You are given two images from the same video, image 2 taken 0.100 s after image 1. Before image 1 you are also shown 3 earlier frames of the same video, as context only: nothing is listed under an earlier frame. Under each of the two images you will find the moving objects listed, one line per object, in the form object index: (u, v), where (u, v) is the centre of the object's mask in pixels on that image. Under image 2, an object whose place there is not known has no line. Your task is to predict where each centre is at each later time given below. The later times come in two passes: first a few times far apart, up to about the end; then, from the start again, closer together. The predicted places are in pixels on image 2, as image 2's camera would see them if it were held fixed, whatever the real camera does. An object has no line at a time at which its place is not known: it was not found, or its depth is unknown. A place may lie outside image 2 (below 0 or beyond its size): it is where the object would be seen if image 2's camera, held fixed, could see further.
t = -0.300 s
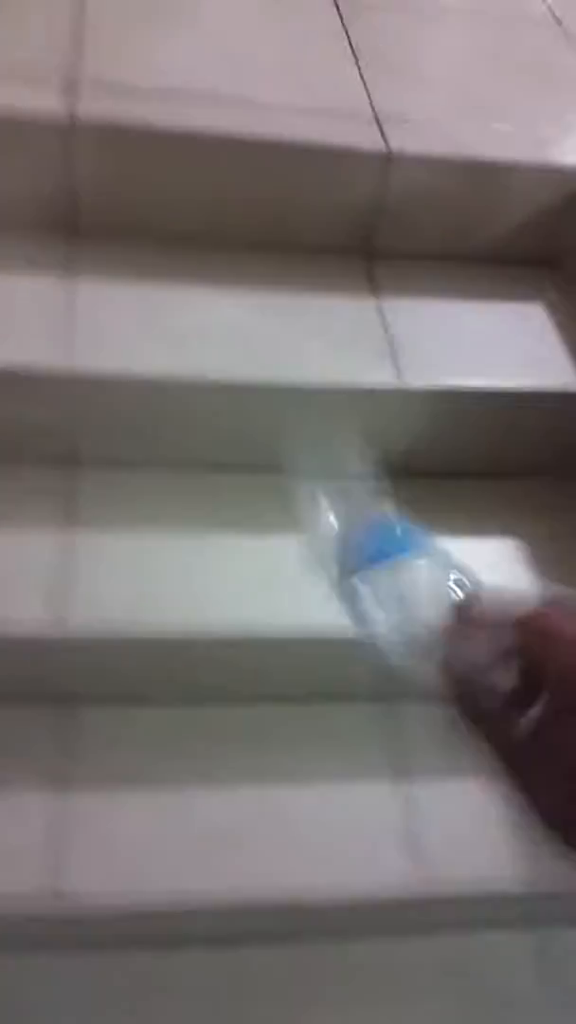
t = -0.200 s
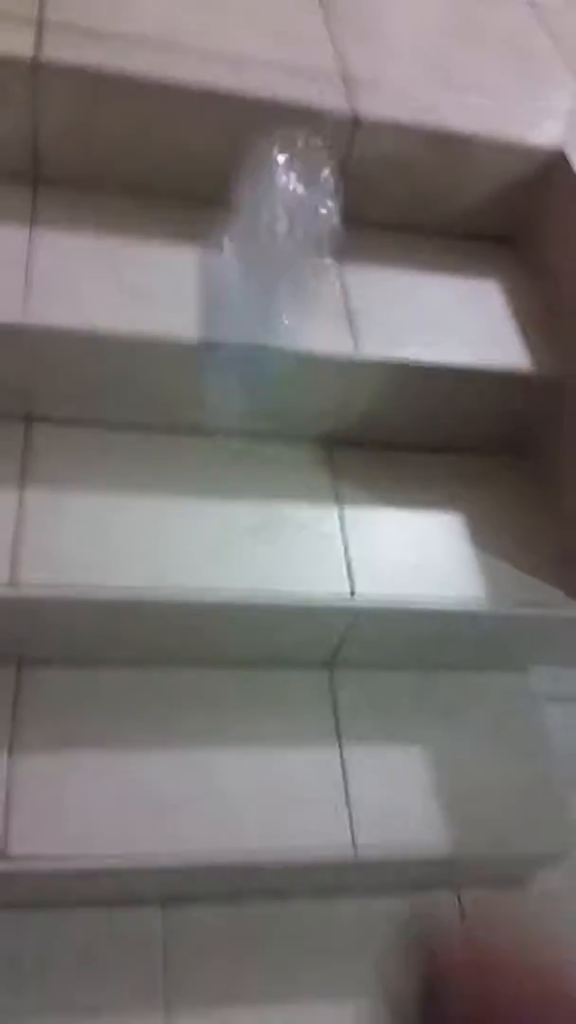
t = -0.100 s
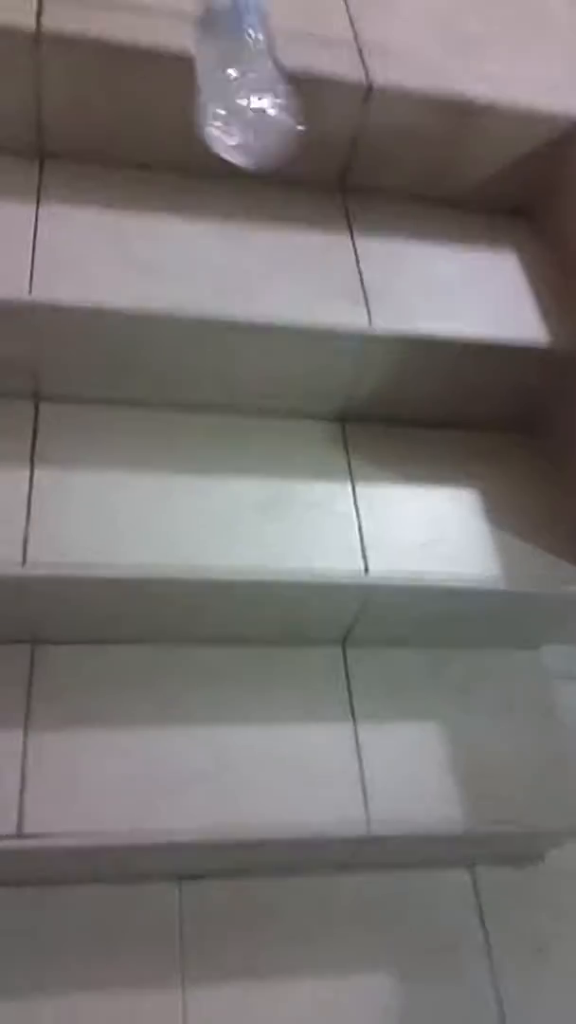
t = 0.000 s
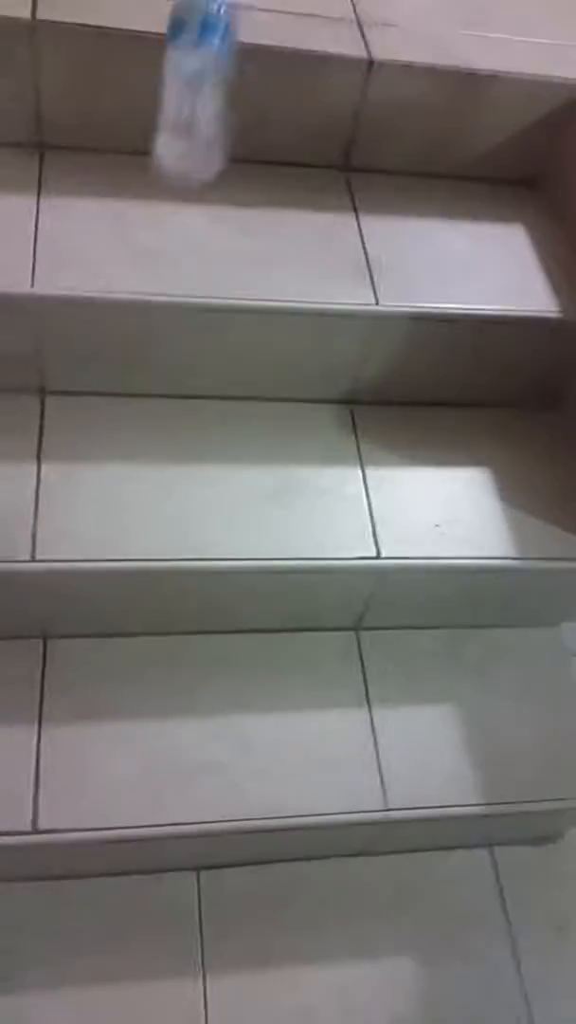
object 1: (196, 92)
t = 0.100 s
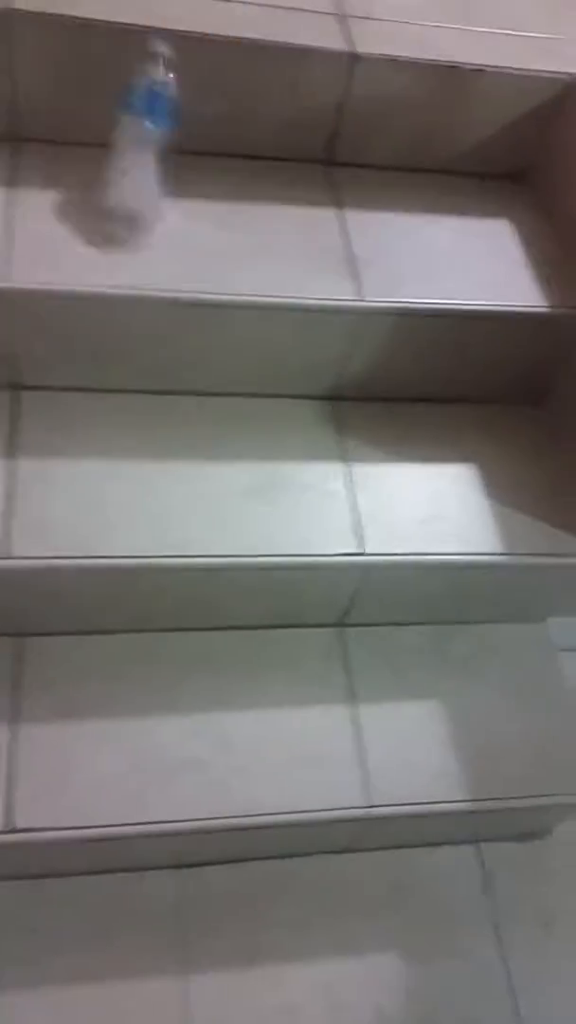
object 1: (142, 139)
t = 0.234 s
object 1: (147, 145)
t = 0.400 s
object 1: (141, 150)
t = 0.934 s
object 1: (138, 154)
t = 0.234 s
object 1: (147, 145)
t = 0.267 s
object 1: (146, 157)
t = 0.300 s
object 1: (146, 157)
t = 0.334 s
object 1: (142, 155)
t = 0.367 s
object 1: (142, 154)
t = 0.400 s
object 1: (141, 150)
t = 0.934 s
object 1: (138, 154)
